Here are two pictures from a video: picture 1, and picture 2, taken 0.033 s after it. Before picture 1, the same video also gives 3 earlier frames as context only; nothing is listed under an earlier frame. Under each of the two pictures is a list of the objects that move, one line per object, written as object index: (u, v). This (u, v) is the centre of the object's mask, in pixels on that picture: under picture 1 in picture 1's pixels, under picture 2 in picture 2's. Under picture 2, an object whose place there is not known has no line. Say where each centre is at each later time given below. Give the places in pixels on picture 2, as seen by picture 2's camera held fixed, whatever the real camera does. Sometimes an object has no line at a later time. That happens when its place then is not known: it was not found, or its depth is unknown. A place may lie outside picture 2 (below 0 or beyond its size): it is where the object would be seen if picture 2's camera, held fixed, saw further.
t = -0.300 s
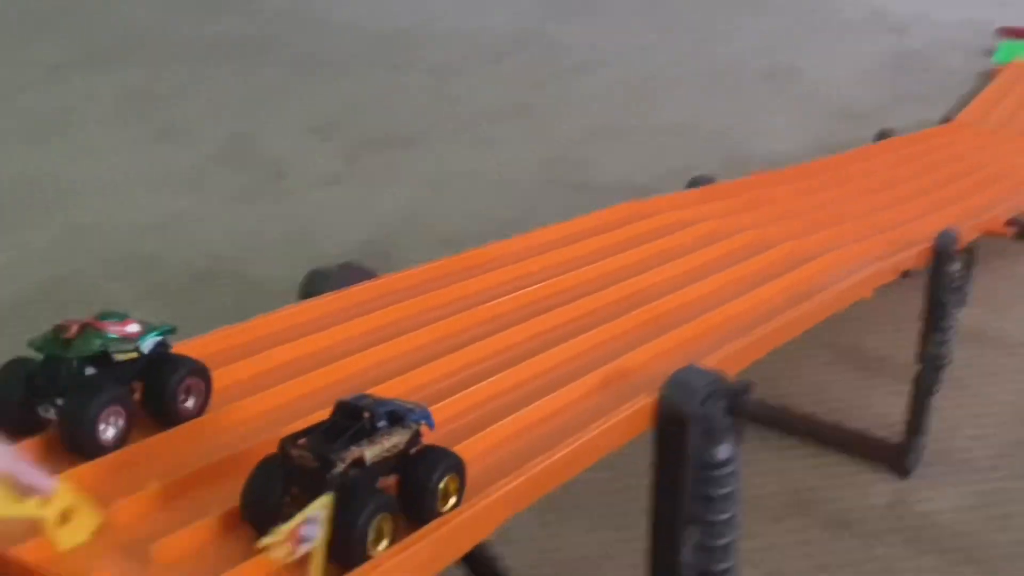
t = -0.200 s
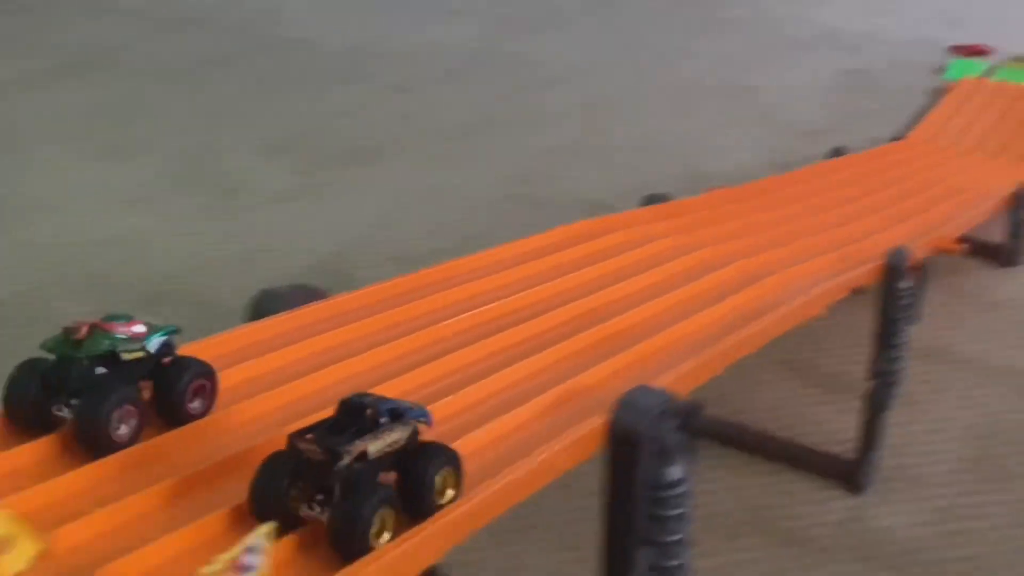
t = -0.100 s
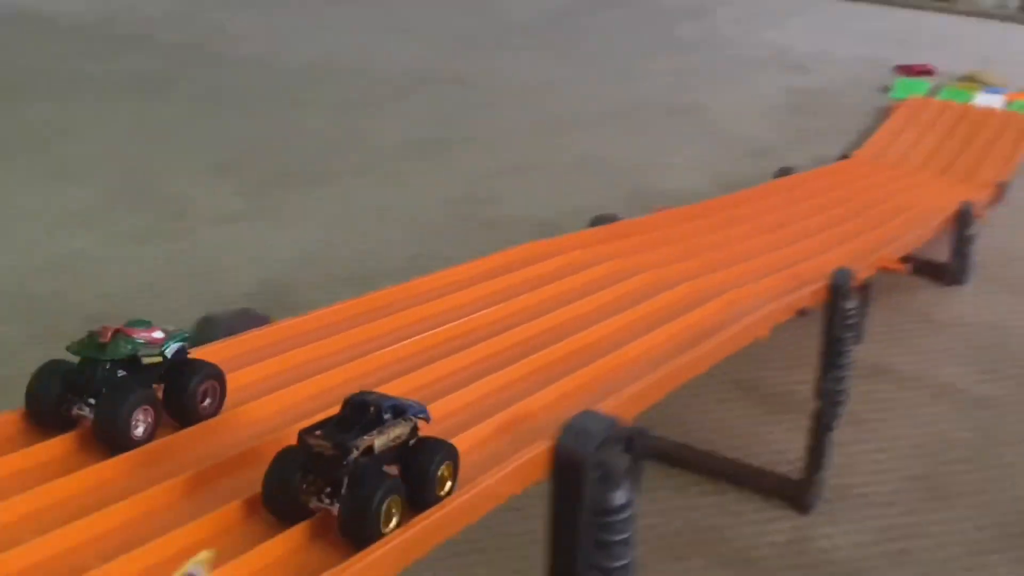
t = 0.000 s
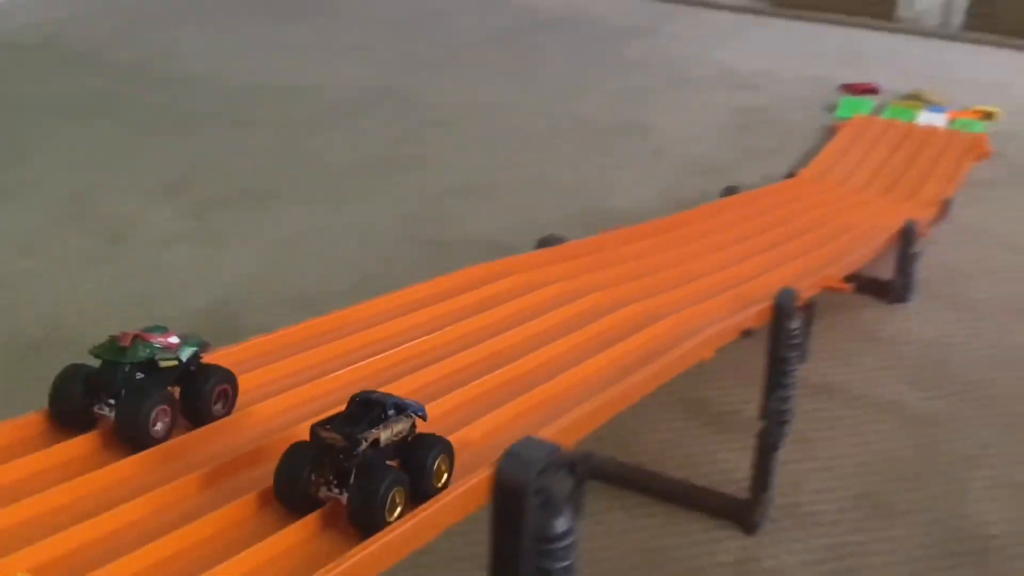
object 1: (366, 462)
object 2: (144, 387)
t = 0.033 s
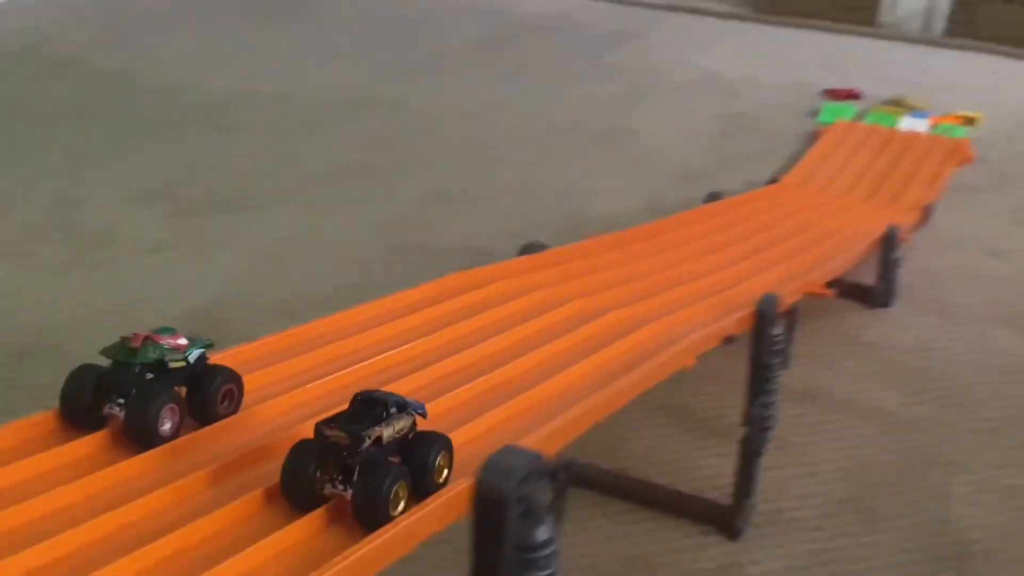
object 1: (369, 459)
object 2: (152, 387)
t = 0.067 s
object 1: (392, 446)
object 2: (182, 377)
